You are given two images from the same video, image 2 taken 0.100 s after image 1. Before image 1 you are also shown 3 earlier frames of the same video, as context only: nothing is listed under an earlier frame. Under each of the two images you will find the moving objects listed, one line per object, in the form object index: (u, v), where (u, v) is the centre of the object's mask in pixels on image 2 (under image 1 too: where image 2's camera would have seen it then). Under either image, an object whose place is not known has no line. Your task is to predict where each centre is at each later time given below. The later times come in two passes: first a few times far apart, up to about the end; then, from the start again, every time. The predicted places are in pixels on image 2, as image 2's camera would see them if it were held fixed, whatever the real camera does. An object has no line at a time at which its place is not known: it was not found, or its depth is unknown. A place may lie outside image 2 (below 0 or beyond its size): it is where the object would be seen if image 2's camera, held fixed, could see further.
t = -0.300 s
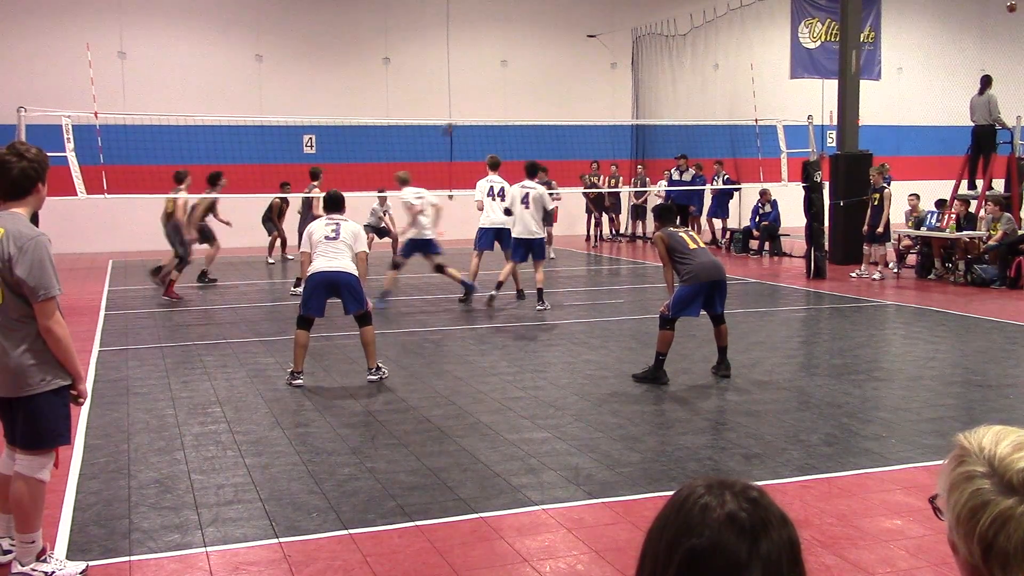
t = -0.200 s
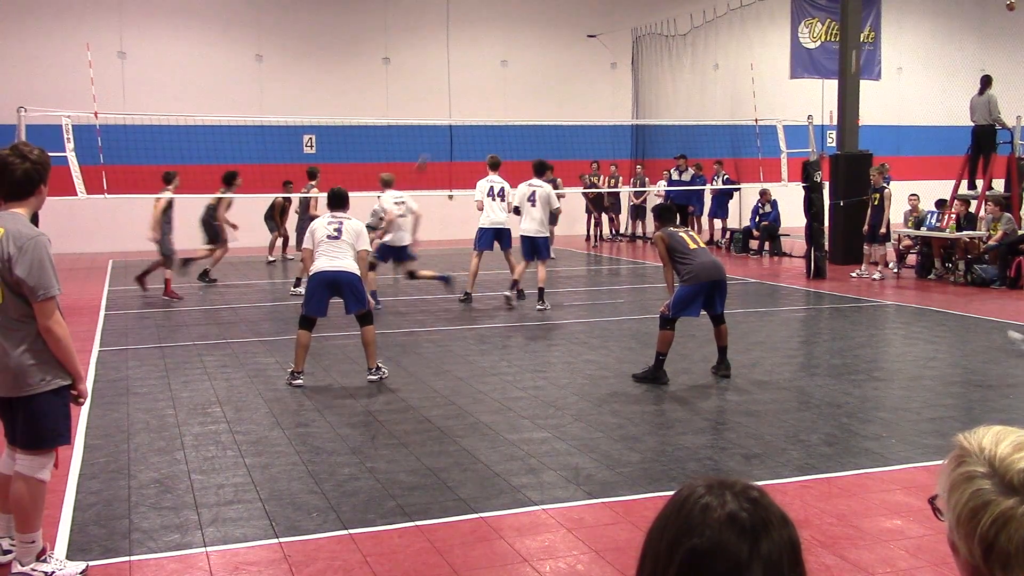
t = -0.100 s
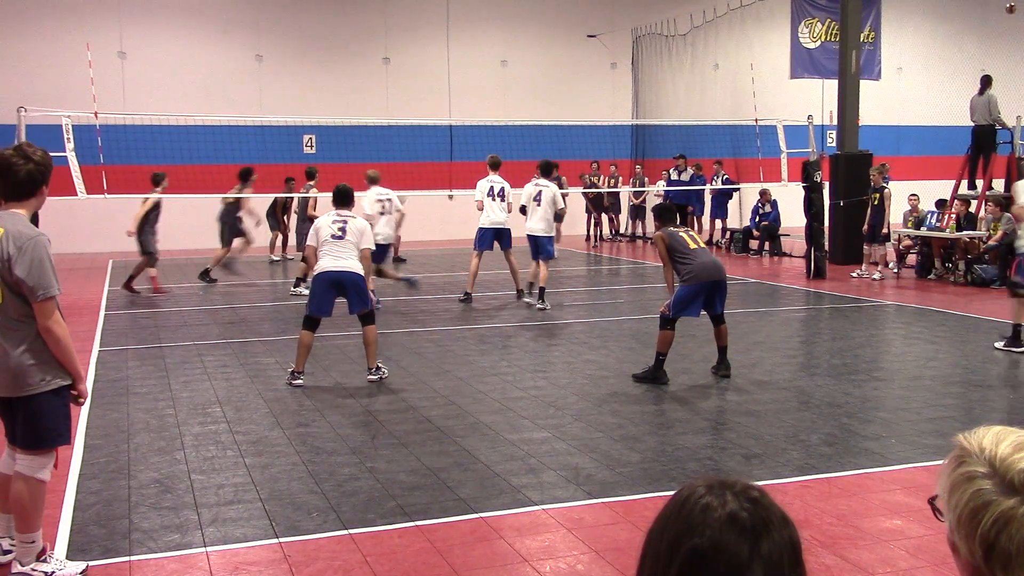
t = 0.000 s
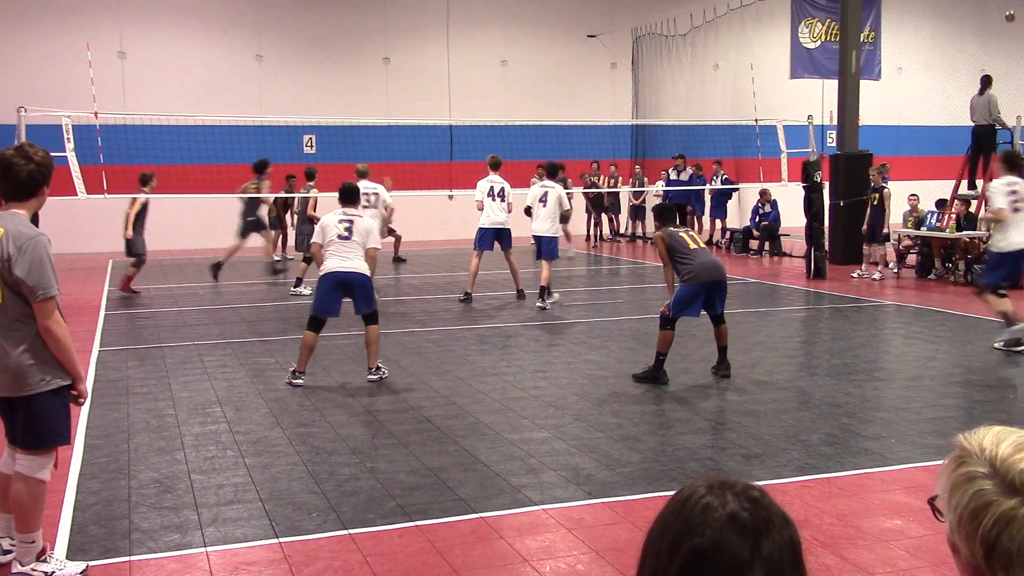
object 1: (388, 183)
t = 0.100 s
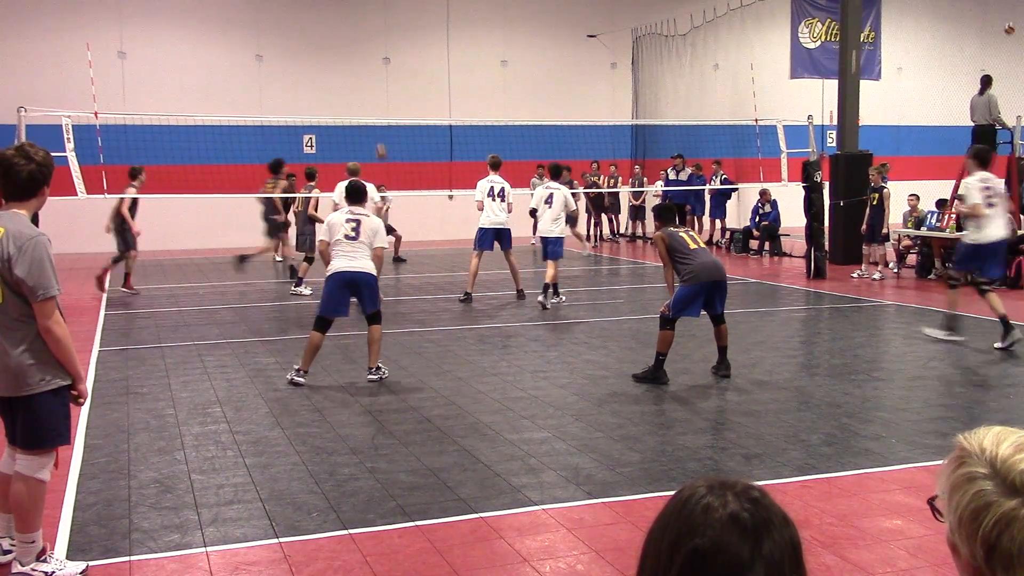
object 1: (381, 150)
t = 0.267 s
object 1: (372, 105)
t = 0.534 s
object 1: (356, 61)
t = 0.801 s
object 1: (339, 60)
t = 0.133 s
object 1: (379, 141)
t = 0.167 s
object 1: (378, 132)
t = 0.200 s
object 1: (376, 125)
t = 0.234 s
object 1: (373, 113)
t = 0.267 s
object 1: (372, 105)
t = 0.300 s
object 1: (369, 98)
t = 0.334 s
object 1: (368, 90)
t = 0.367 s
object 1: (366, 85)
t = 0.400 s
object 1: (363, 80)
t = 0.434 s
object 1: (361, 73)
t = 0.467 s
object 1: (360, 67)
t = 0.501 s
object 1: (358, 64)
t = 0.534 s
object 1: (356, 61)
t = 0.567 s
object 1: (353, 61)
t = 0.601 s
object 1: (352, 57)
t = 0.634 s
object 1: (351, 55)
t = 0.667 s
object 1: (349, 54)
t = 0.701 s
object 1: (344, 54)
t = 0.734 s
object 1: (343, 58)
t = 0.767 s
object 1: (342, 57)
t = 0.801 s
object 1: (339, 60)
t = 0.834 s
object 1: (337, 64)
